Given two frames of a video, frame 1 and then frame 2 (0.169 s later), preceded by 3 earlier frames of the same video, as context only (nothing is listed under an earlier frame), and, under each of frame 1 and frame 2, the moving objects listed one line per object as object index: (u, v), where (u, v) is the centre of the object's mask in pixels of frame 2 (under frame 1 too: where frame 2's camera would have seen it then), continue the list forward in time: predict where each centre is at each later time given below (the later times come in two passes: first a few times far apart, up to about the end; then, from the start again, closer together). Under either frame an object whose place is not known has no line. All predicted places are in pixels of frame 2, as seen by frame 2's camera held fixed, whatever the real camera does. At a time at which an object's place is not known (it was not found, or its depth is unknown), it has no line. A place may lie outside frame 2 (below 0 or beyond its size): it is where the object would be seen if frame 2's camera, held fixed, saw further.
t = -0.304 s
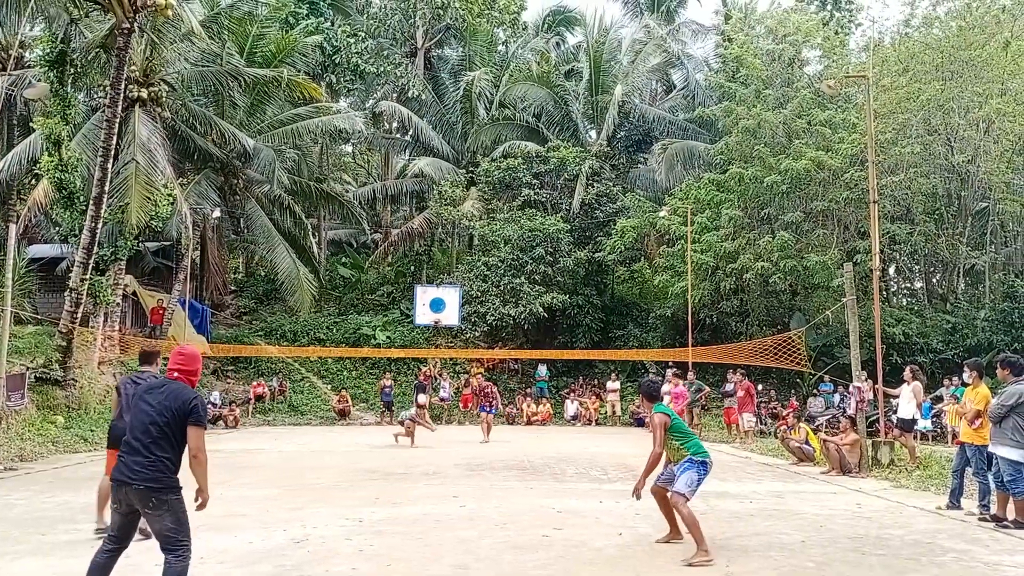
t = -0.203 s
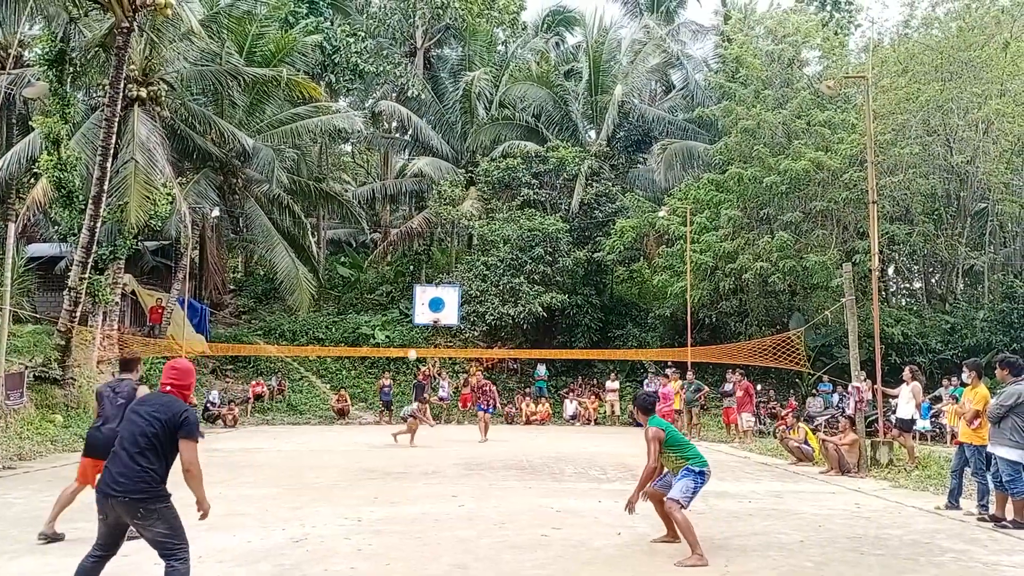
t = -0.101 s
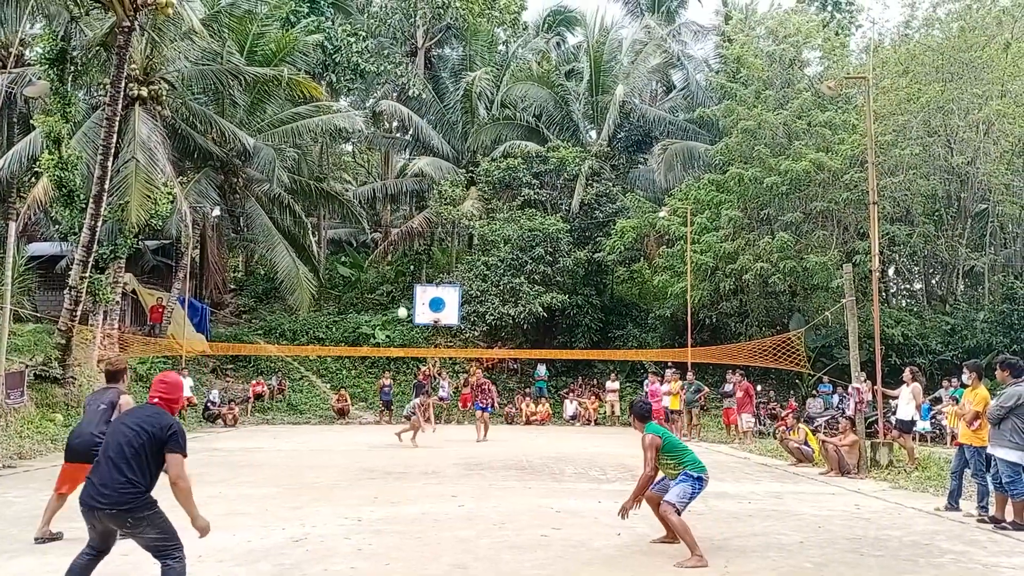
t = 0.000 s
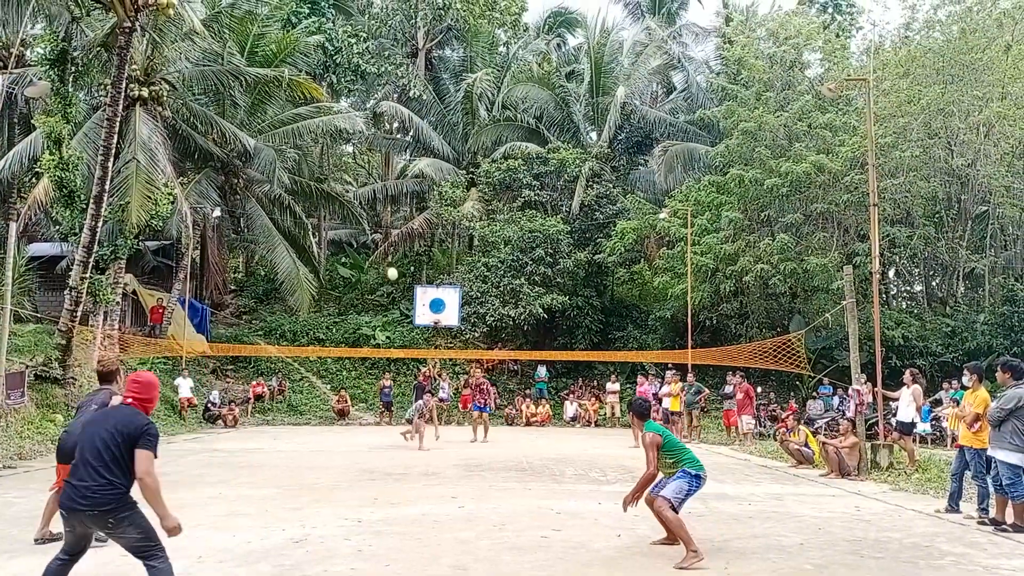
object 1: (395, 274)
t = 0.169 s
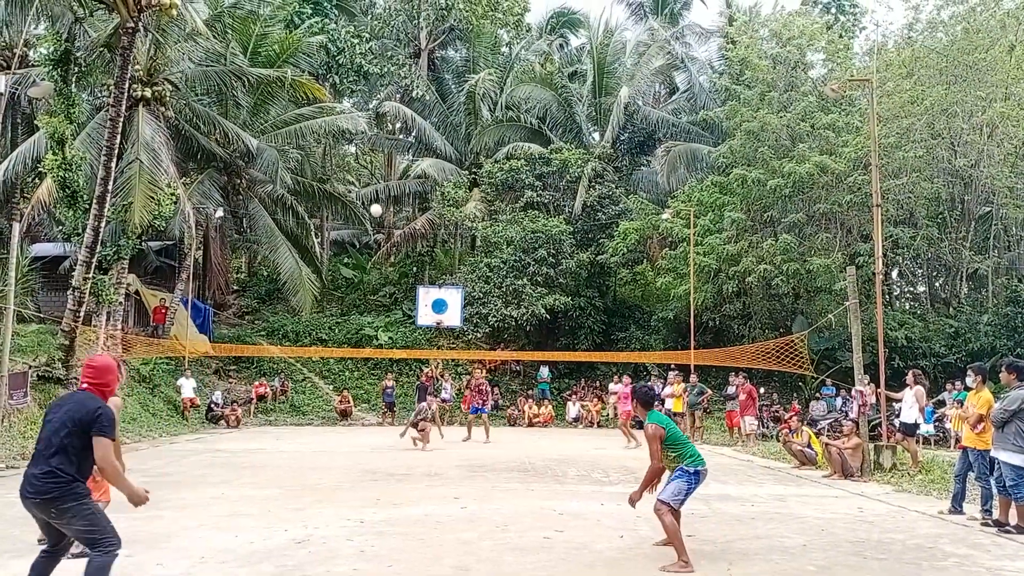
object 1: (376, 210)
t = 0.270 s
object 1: (363, 175)
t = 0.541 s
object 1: (322, 90)
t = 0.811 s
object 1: (264, 38)
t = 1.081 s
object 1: (167, 54)
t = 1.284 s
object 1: (20, 197)
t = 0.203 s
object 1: (372, 198)
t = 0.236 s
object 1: (367, 185)
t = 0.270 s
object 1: (363, 175)
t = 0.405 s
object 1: (344, 130)
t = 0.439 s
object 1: (339, 118)
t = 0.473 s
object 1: (333, 109)
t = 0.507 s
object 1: (328, 100)
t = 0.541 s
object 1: (322, 90)
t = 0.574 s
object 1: (316, 82)
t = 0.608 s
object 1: (310, 74)
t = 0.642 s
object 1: (303, 66)
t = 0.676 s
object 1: (296, 59)
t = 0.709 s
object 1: (289, 53)
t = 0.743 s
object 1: (281, 47)
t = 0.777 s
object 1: (273, 42)
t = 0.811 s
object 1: (264, 38)
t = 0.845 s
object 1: (255, 35)
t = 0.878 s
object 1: (245, 33)
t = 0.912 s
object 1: (234, 32)
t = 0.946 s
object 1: (223, 33)
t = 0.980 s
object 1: (211, 35)
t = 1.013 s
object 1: (198, 39)
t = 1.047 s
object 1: (183, 45)
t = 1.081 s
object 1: (167, 54)
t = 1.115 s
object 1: (148, 67)
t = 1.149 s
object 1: (128, 82)
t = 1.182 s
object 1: (107, 102)
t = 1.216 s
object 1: (83, 126)
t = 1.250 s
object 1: (54, 158)
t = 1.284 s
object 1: (20, 197)
